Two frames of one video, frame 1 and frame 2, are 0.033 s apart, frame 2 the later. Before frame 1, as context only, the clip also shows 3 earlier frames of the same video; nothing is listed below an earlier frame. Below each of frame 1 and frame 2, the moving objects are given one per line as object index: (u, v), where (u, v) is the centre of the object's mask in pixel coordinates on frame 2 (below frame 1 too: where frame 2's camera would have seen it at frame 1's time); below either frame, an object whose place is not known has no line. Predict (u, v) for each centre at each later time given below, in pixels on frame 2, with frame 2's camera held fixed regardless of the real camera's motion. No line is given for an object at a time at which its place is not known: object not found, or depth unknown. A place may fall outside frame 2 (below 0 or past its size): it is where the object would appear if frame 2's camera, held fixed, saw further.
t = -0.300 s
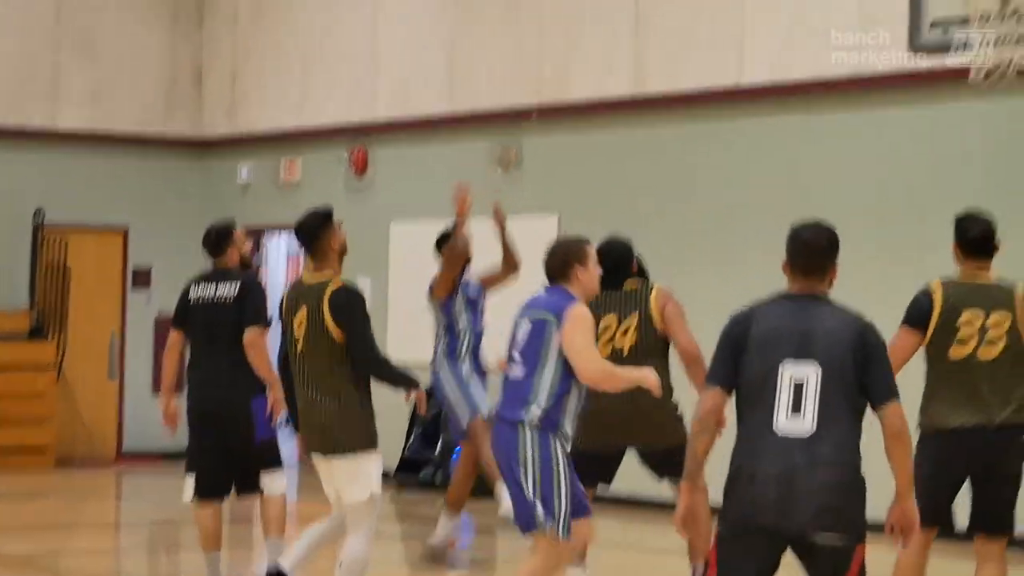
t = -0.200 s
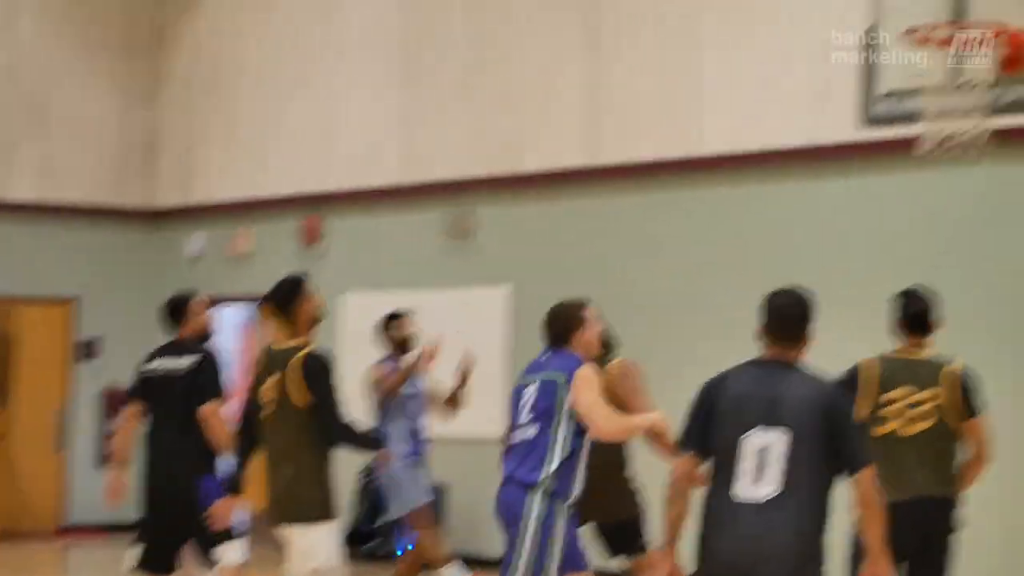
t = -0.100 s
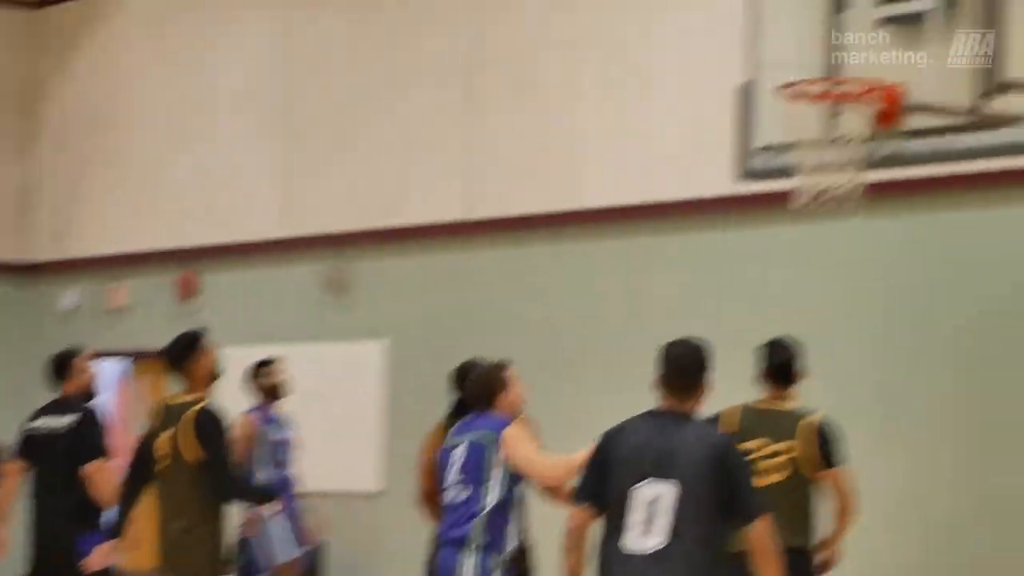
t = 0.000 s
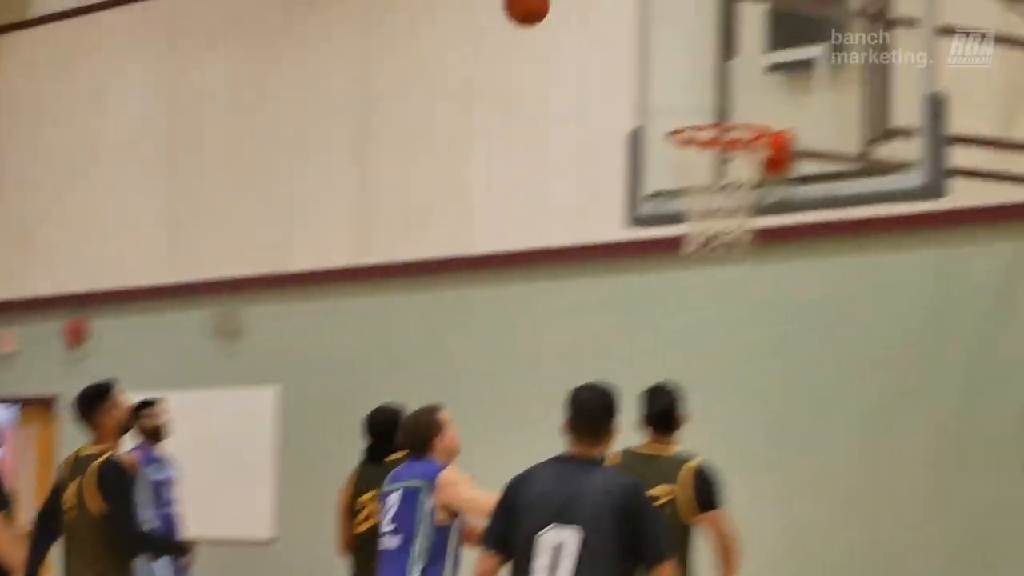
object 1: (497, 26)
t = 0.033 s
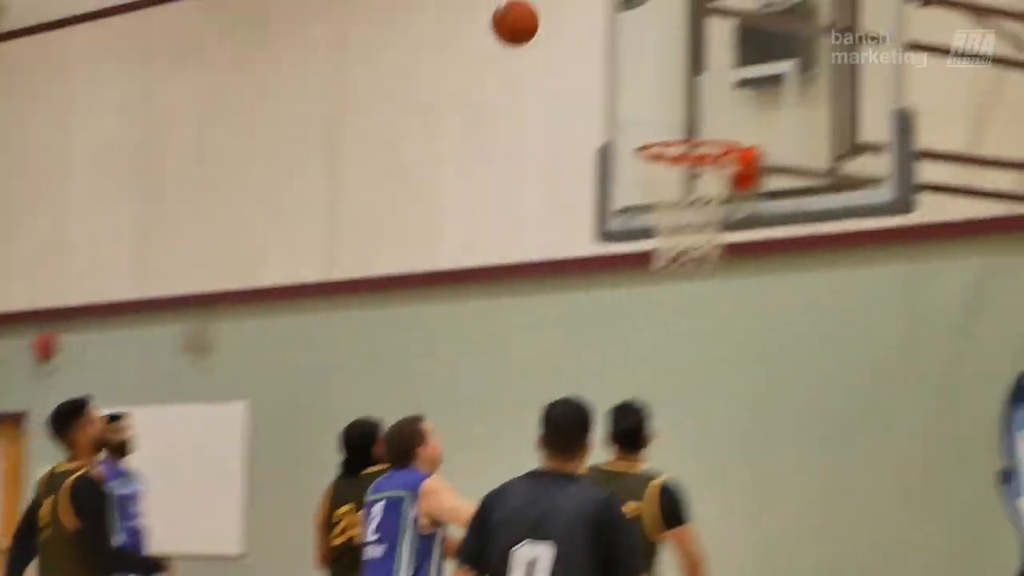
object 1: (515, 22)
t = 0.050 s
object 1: (525, 24)
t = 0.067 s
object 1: (535, 27)
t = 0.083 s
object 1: (545, 30)
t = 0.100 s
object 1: (555, 35)
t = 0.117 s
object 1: (566, 40)
